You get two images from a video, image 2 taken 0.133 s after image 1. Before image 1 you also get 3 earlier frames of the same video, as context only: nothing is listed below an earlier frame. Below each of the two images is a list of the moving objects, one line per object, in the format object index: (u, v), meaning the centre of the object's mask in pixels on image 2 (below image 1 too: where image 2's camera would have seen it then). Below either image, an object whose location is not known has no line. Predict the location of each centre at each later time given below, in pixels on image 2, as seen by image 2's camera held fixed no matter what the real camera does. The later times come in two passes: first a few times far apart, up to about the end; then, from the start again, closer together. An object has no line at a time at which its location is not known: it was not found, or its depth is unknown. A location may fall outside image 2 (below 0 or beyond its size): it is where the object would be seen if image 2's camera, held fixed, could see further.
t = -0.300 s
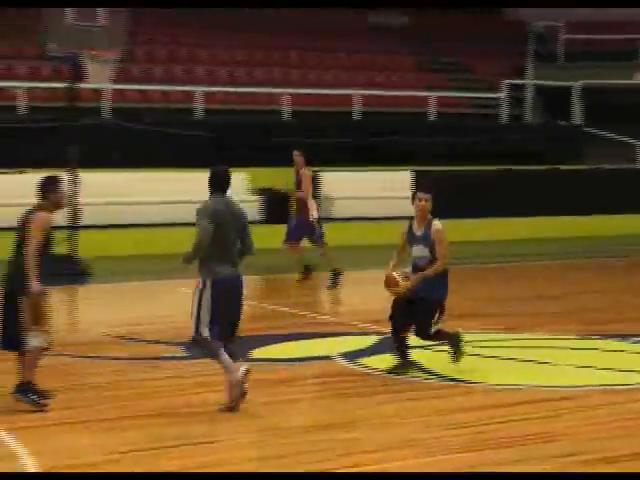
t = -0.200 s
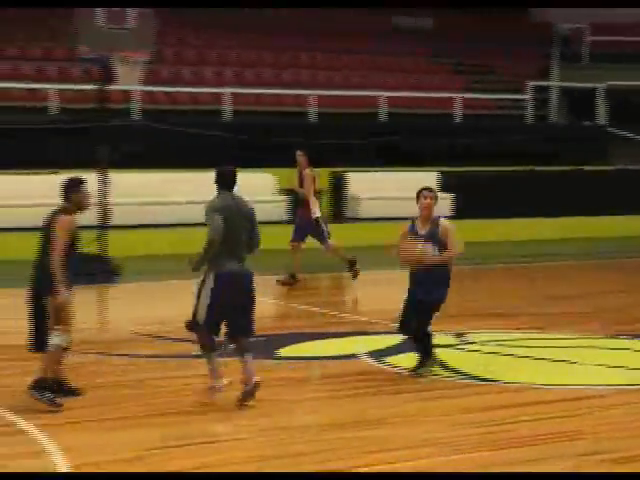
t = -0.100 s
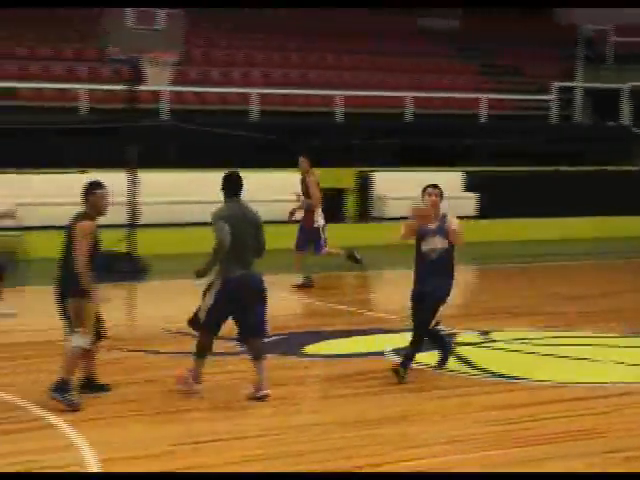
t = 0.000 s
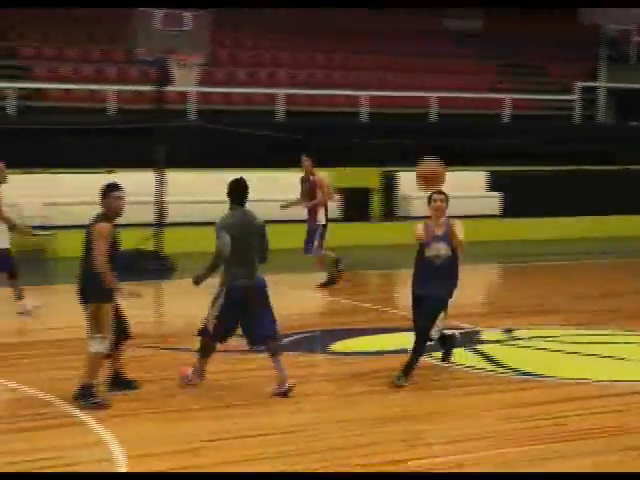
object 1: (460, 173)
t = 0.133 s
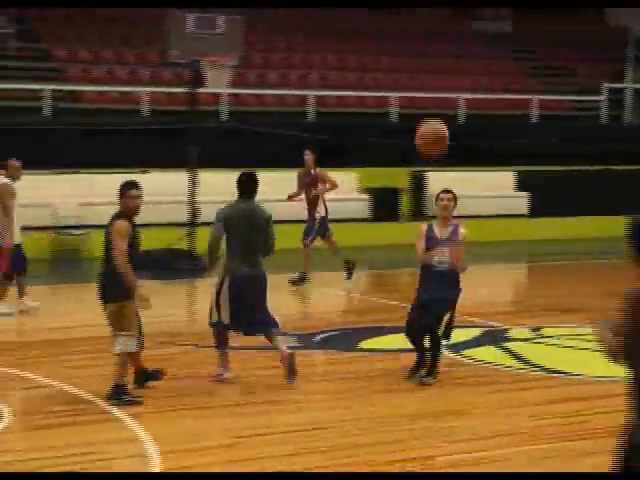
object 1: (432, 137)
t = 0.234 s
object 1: (406, 117)
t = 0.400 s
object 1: (352, 115)
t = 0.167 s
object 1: (424, 128)
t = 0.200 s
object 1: (416, 123)
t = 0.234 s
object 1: (406, 117)
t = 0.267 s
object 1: (397, 114)
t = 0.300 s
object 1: (388, 112)
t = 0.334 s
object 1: (377, 113)
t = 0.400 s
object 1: (352, 115)
